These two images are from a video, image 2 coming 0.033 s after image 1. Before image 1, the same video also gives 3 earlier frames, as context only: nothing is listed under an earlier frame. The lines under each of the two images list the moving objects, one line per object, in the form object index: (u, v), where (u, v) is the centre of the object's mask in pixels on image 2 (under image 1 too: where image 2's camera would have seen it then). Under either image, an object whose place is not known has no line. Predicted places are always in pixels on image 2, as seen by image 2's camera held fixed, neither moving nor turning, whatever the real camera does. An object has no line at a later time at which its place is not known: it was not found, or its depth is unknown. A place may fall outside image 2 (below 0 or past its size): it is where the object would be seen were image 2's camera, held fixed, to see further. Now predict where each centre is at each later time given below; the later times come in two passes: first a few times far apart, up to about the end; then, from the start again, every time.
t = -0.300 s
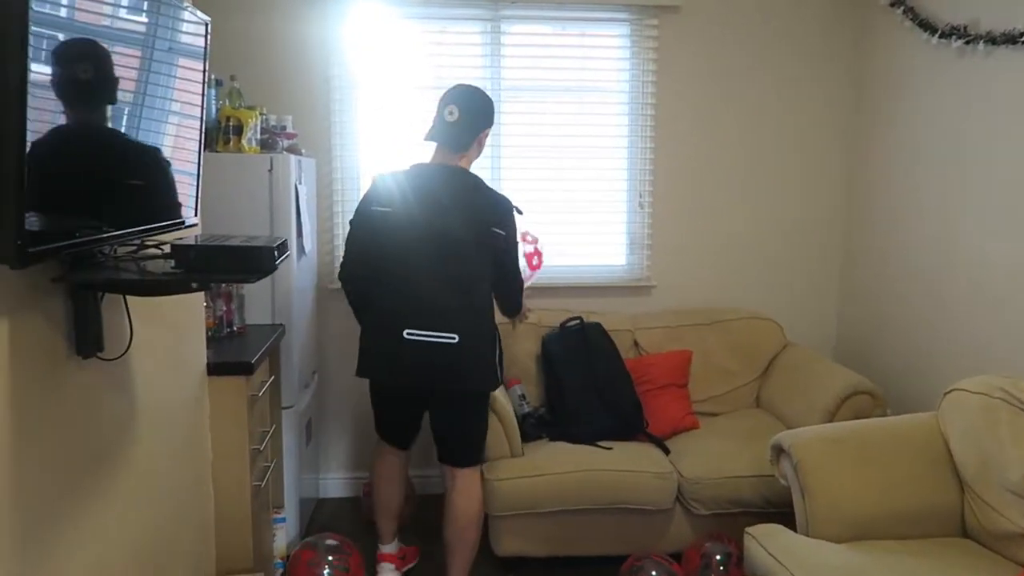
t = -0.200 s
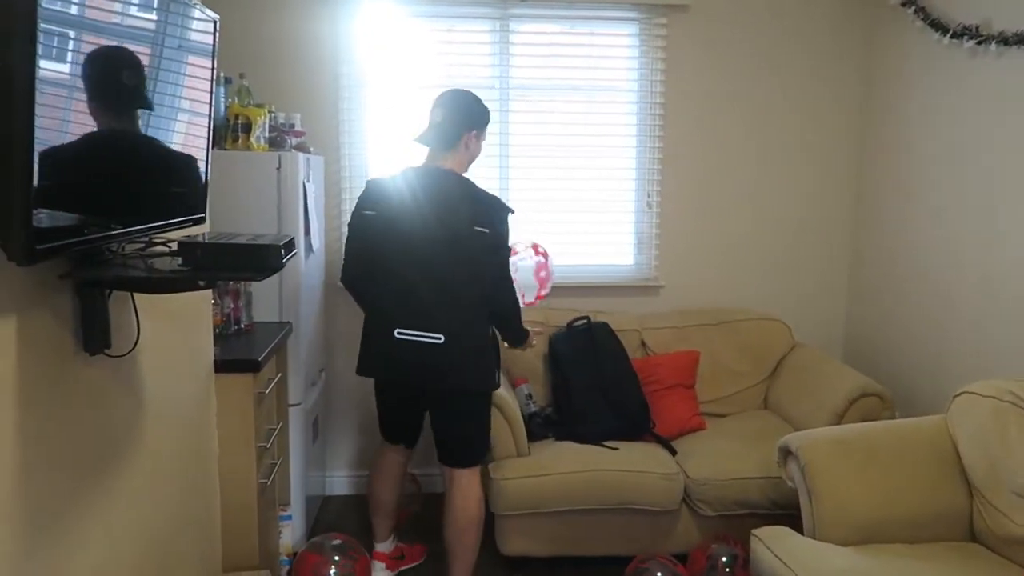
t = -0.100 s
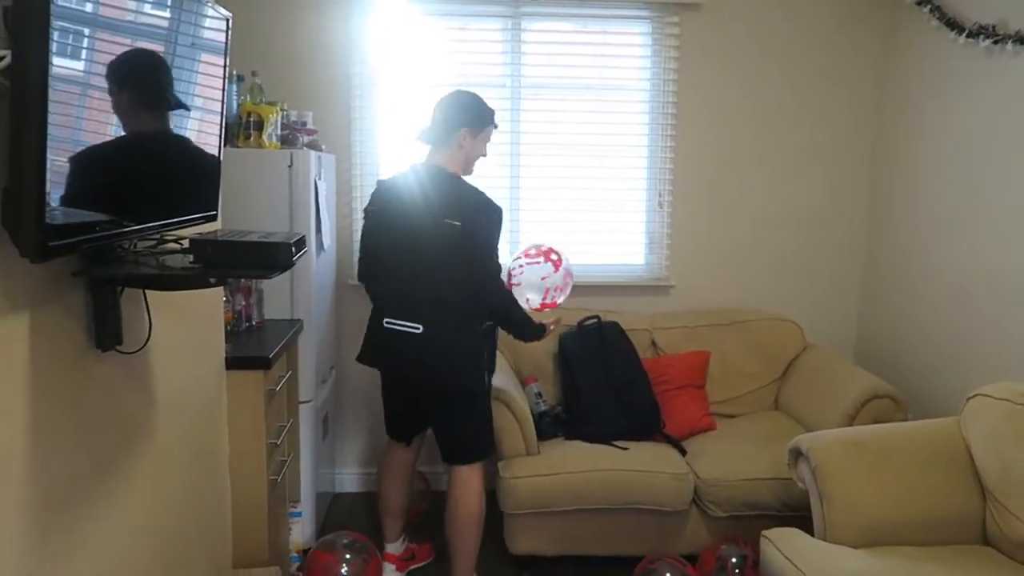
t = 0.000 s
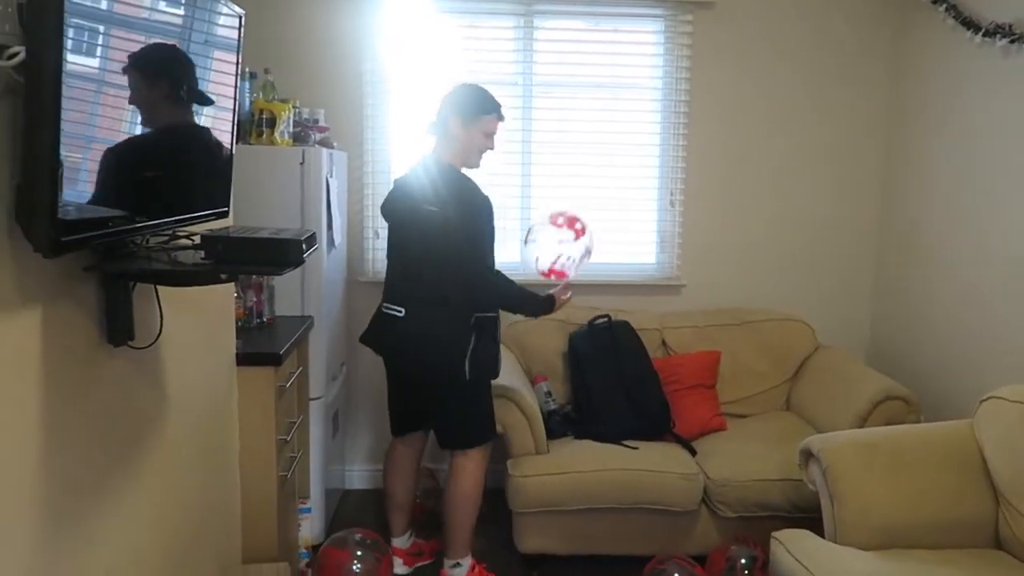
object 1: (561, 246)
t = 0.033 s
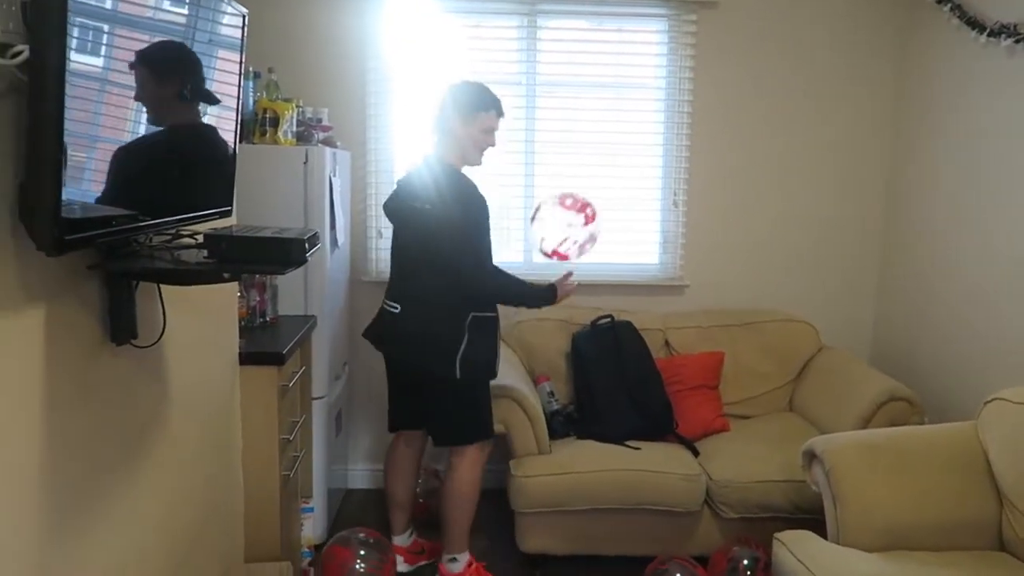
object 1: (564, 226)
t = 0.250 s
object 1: (583, 132)
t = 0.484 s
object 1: (585, 77)
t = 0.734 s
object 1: (586, 75)
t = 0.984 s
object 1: (585, 98)
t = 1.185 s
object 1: (582, 157)
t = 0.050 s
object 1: (566, 217)
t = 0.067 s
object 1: (567, 209)
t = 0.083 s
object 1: (569, 200)
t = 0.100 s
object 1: (571, 192)
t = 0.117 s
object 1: (573, 184)
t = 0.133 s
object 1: (575, 177)
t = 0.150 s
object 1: (577, 169)
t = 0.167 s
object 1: (579, 163)
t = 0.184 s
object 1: (581, 156)
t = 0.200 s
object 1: (582, 150)
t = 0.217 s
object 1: (582, 144)
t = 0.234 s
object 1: (582, 137)
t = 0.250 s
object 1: (583, 132)
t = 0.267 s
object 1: (583, 126)
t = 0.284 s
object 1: (583, 121)
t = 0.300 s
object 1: (583, 116)
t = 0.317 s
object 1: (583, 111)
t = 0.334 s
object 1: (584, 106)
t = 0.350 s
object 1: (584, 102)
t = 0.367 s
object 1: (584, 99)
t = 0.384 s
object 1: (584, 94)
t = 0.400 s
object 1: (584, 91)
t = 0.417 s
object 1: (585, 88)
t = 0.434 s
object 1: (585, 85)
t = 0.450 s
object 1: (585, 82)
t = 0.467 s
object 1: (585, 79)
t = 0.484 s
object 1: (585, 77)
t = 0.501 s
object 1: (585, 76)
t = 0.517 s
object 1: (585, 75)
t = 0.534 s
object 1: (585, 74)
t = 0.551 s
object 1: (585, 74)
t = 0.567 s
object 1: (585, 73)
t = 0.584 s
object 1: (585, 73)
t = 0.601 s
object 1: (586, 73)
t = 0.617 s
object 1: (586, 73)
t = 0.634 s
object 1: (586, 73)
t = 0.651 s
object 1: (586, 73)
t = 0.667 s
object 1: (586, 73)
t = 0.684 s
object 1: (586, 73)
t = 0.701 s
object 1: (586, 73)
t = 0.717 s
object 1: (586, 74)
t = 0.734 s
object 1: (586, 75)
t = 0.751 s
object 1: (585, 76)
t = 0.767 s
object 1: (585, 76)
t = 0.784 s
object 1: (585, 77)
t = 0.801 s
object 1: (585, 78)
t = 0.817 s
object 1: (585, 79)
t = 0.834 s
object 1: (585, 79)
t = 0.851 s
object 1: (585, 81)
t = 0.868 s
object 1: (586, 82)
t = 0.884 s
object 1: (585, 84)
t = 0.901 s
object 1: (586, 85)
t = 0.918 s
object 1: (585, 87)
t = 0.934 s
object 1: (586, 89)
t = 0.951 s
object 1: (585, 92)
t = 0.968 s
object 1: (585, 95)
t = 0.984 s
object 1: (585, 98)
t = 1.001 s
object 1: (584, 102)
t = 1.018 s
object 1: (584, 106)
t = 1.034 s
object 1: (584, 111)
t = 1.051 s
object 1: (584, 115)
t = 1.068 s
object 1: (583, 120)
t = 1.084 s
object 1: (583, 125)
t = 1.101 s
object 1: (583, 130)
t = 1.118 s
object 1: (583, 135)
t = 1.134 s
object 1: (583, 140)
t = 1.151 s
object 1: (582, 146)
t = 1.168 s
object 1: (582, 151)
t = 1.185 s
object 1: (582, 157)
